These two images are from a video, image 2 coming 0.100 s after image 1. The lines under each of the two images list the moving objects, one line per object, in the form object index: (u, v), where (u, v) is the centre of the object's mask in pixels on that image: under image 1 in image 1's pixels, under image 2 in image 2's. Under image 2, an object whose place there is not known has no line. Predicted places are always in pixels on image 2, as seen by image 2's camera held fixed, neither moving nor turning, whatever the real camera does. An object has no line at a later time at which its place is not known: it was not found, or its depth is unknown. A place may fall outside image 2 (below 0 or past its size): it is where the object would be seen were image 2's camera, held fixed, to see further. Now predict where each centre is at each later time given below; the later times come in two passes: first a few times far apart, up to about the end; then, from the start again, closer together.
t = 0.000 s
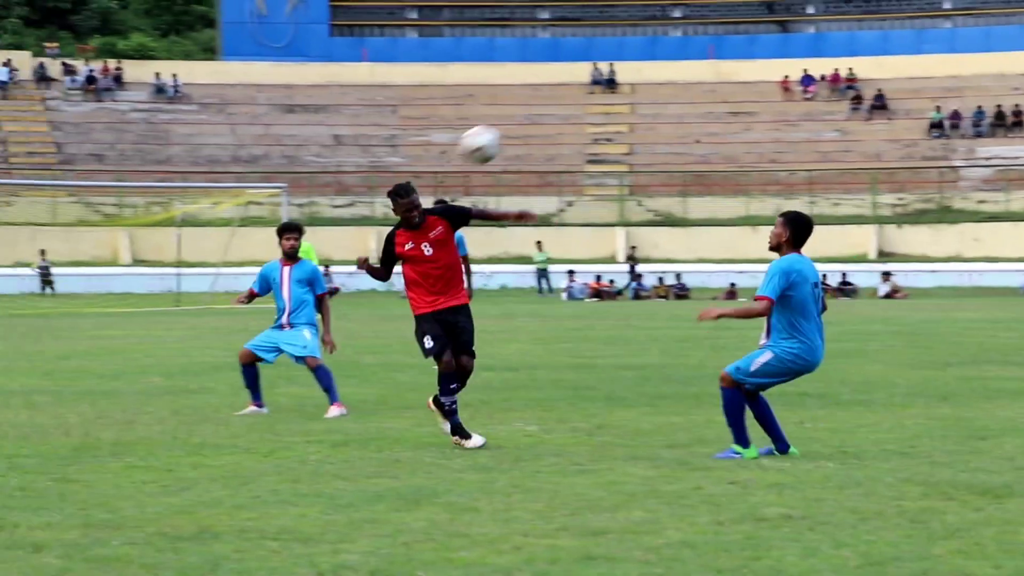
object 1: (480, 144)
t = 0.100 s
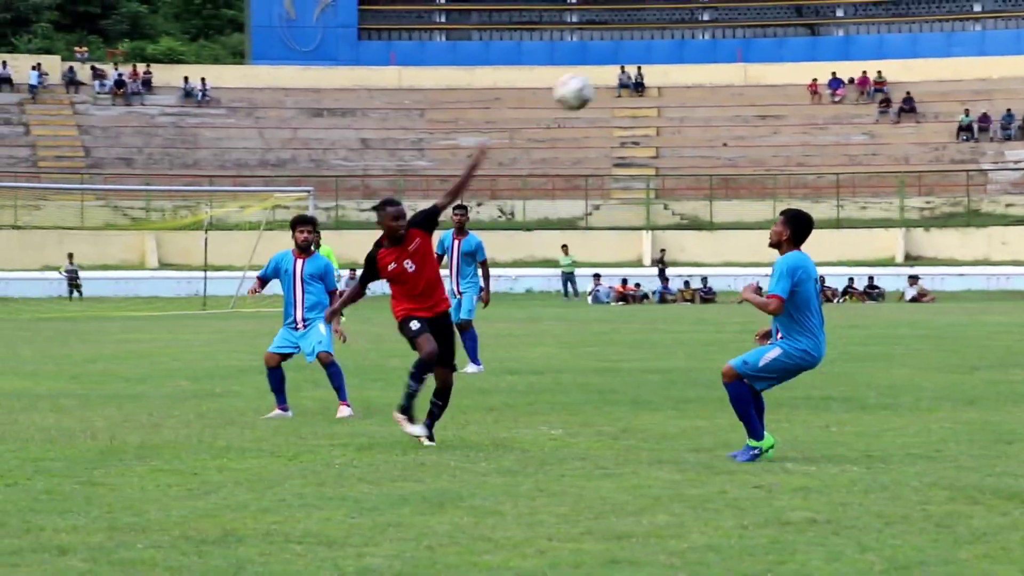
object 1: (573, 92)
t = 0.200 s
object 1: (642, 50)
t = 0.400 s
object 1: (780, 20)
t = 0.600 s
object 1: (919, 59)
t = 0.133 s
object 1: (596, 75)
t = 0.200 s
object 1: (642, 50)
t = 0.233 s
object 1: (664, 41)
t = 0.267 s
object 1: (687, 33)
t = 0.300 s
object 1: (711, 27)
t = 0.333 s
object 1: (734, 23)
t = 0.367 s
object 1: (757, 21)
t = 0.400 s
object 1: (780, 20)
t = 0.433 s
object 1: (803, 22)
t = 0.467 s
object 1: (826, 25)
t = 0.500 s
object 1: (849, 30)
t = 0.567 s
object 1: (896, 47)
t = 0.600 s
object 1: (919, 59)
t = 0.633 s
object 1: (942, 74)
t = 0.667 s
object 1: (966, 92)
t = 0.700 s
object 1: (990, 110)
